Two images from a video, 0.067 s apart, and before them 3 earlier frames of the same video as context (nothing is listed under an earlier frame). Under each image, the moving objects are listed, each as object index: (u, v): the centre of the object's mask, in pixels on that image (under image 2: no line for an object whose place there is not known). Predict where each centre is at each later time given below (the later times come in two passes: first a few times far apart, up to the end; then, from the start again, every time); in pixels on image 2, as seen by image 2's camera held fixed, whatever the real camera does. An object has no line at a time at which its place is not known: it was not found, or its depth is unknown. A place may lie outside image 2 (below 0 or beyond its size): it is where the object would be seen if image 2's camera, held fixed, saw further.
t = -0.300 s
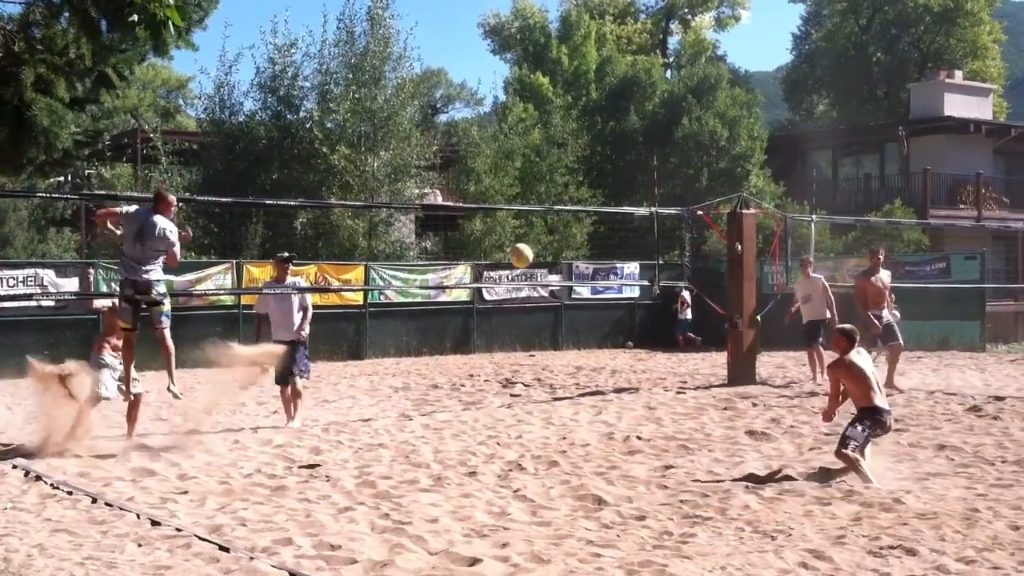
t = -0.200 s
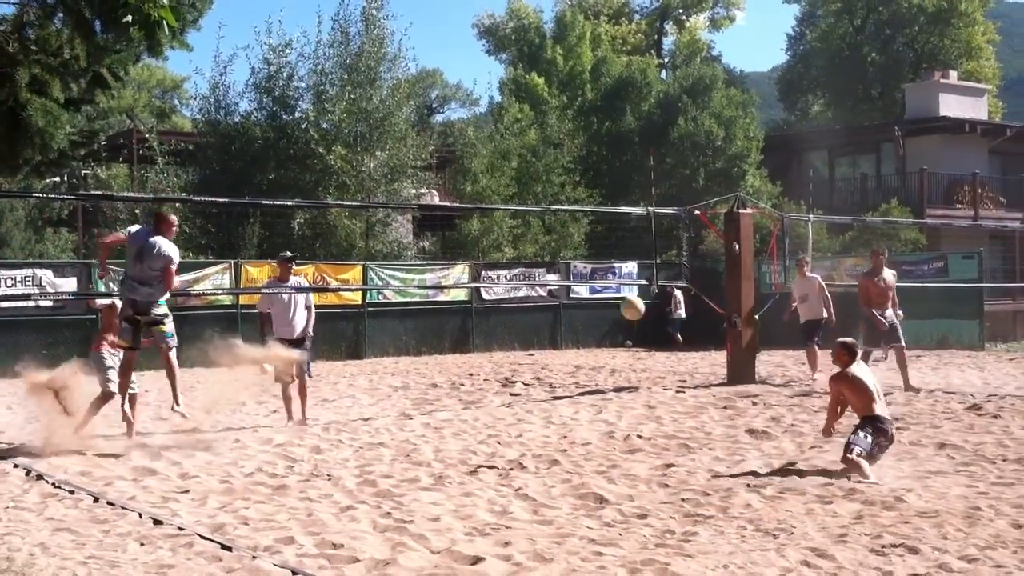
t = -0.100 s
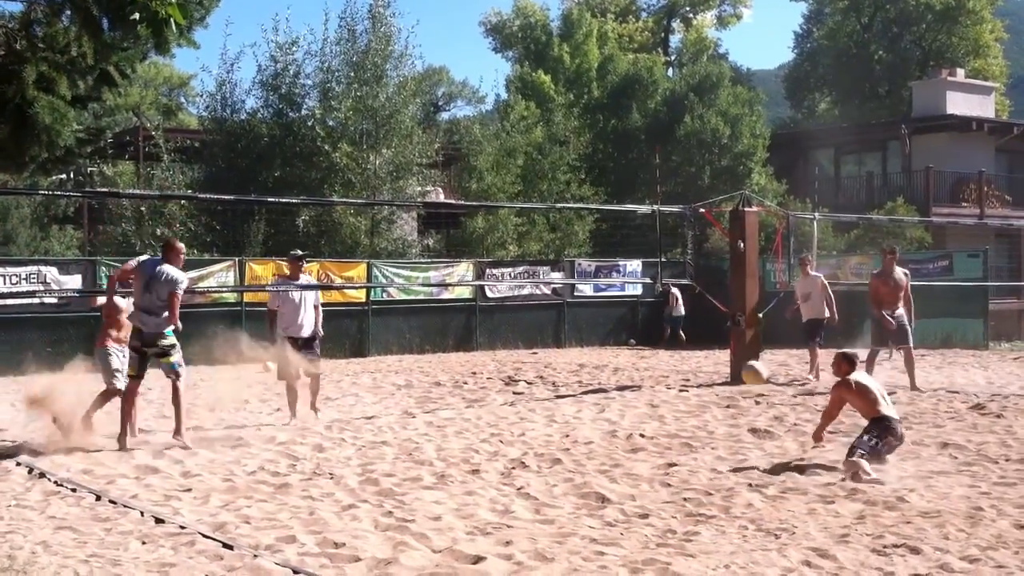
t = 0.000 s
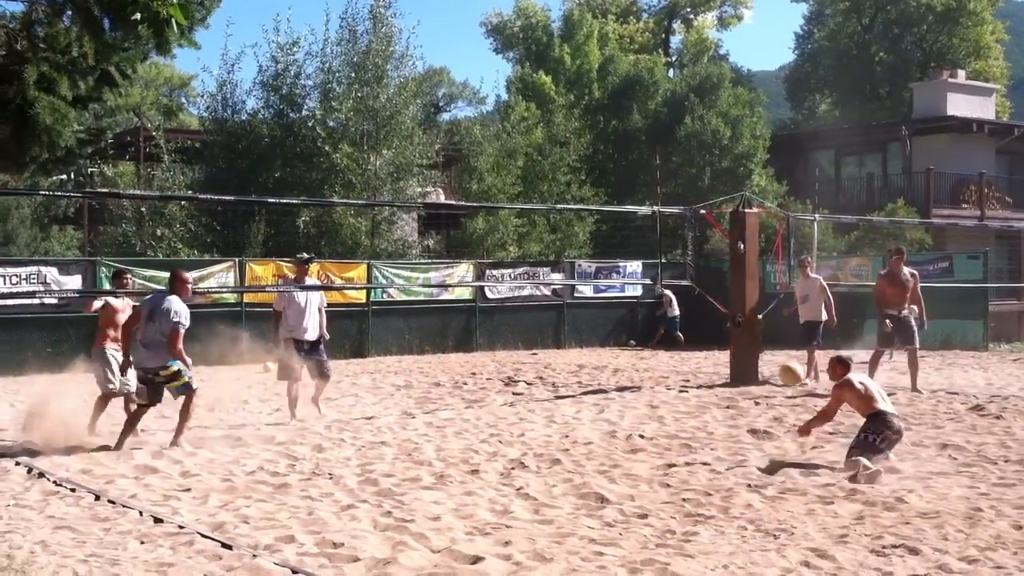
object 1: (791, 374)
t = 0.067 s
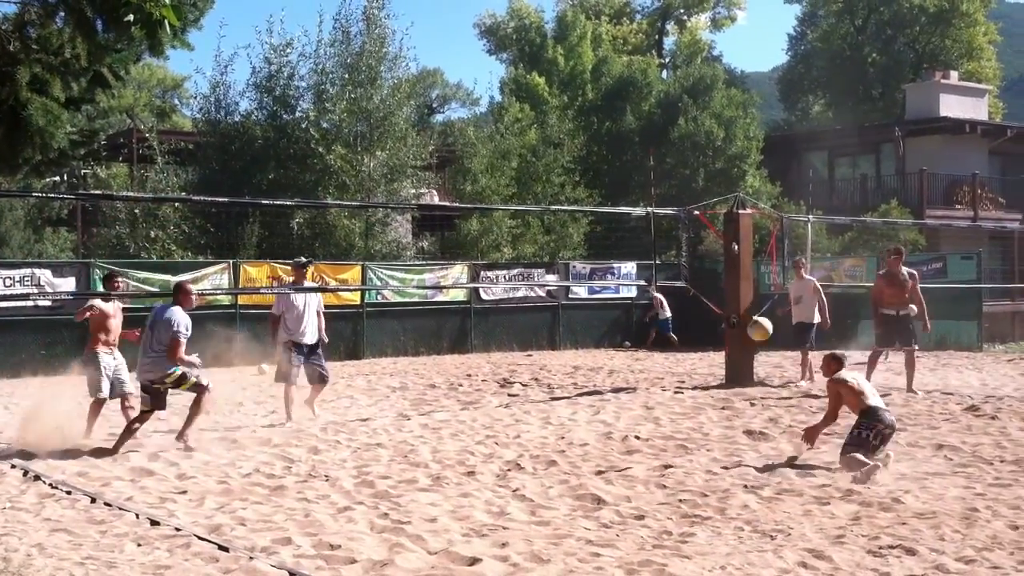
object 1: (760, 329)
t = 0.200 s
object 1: (708, 252)
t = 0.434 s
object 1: (621, 164)
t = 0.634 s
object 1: (552, 134)
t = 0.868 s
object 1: (474, 151)
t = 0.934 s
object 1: (451, 165)
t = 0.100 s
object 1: (747, 308)
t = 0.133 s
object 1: (734, 288)
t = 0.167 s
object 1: (721, 269)
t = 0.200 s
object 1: (708, 252)
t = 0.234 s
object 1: (696, 236)
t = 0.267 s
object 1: (683, 220)
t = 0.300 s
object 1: (671, 207)
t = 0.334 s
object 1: (659, 194)
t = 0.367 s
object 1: (647, 183)
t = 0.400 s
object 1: (633, 172)
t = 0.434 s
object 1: (621, 164)
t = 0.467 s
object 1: (610, 156)
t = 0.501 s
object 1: (599, 148)
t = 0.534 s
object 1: (588, 143)
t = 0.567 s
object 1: (576, 140)
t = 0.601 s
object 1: (564, 135)
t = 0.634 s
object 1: (552, 134)
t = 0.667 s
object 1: (540, 132)
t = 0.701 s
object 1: (529, 133)
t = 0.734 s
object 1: (518, 133)
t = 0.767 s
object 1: (507, 137)
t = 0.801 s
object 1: (496, 140)
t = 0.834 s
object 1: (484, 145)
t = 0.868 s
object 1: (474, 151)
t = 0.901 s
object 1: (462, 158)
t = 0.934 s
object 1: (451, 165)
